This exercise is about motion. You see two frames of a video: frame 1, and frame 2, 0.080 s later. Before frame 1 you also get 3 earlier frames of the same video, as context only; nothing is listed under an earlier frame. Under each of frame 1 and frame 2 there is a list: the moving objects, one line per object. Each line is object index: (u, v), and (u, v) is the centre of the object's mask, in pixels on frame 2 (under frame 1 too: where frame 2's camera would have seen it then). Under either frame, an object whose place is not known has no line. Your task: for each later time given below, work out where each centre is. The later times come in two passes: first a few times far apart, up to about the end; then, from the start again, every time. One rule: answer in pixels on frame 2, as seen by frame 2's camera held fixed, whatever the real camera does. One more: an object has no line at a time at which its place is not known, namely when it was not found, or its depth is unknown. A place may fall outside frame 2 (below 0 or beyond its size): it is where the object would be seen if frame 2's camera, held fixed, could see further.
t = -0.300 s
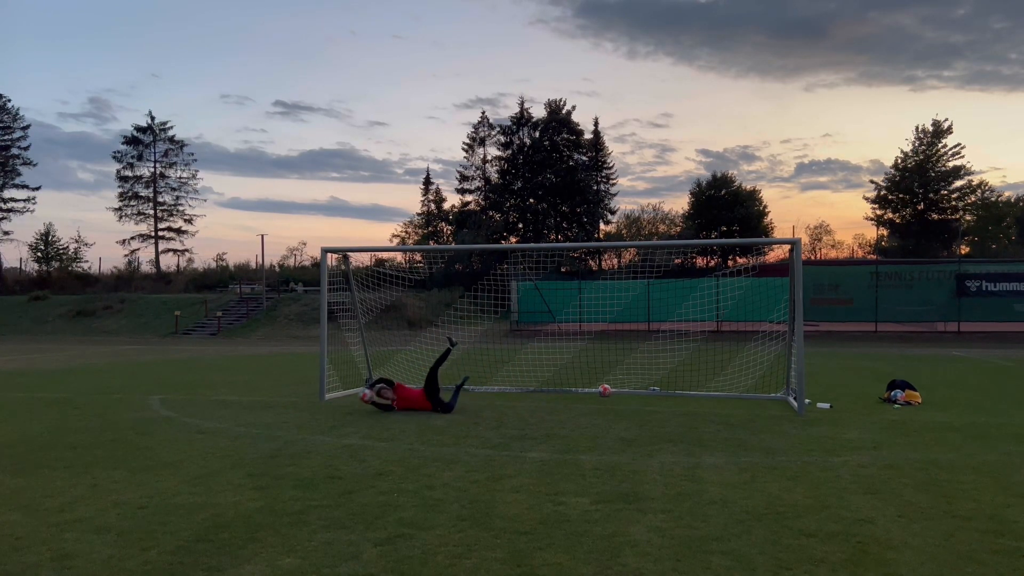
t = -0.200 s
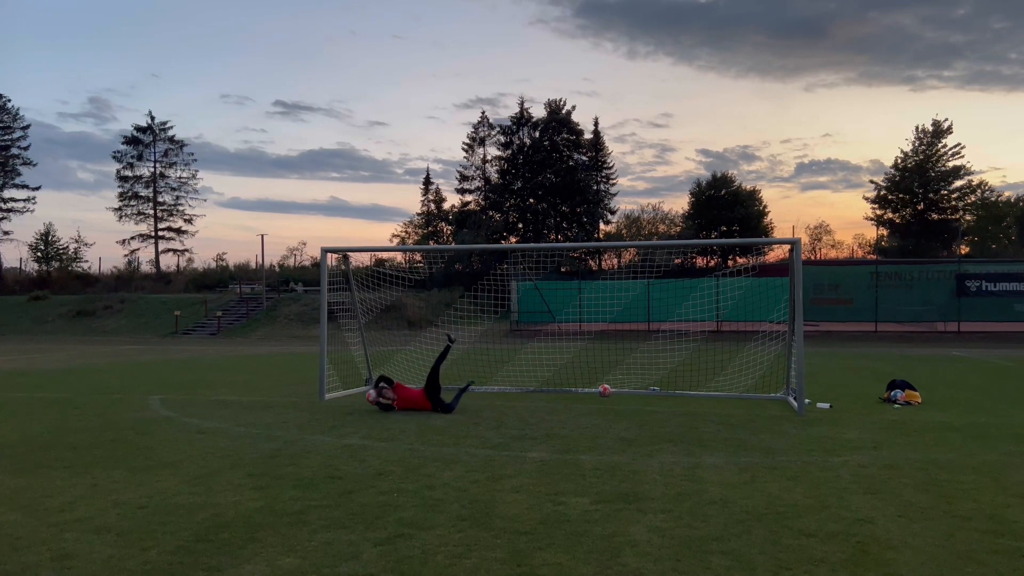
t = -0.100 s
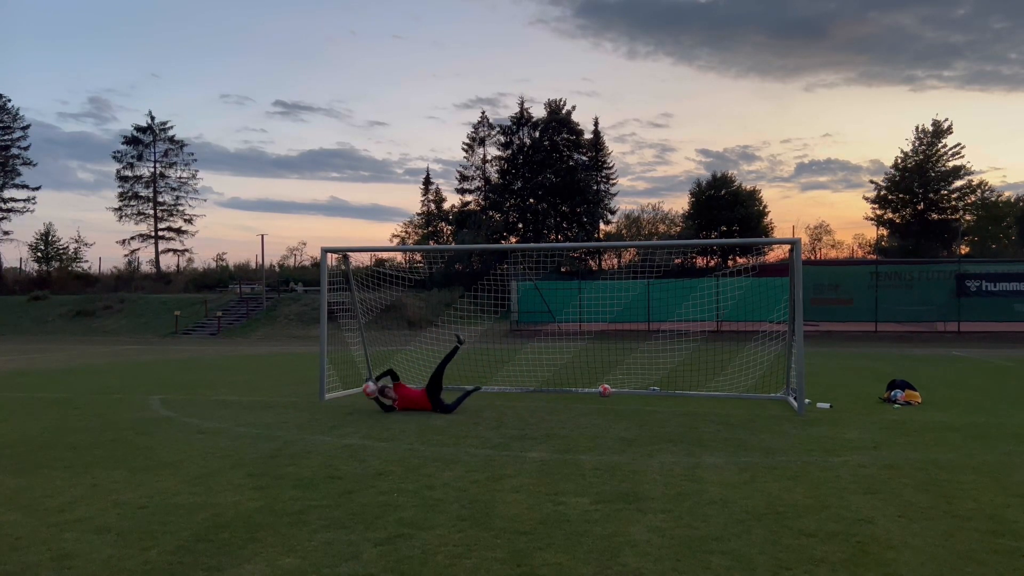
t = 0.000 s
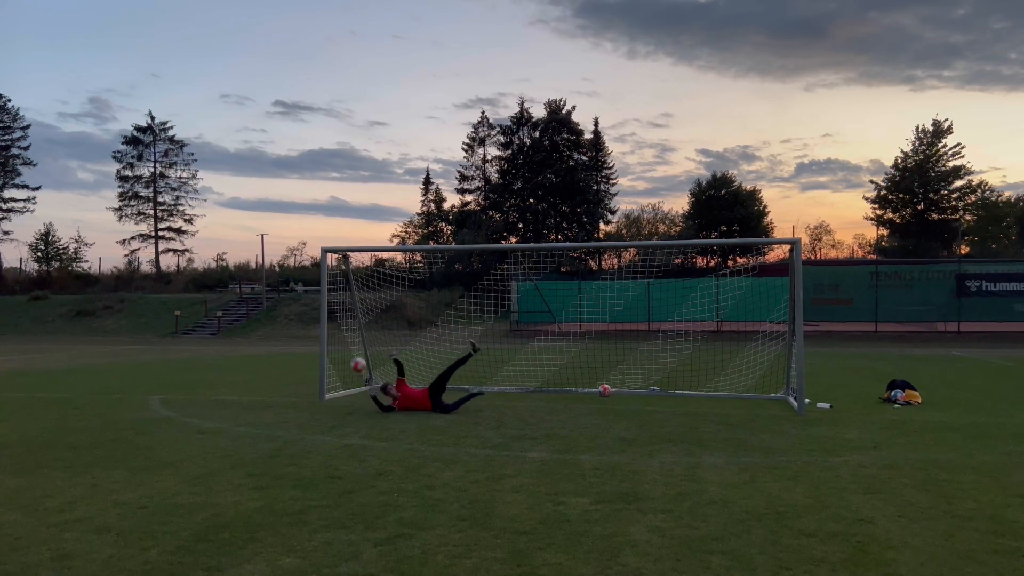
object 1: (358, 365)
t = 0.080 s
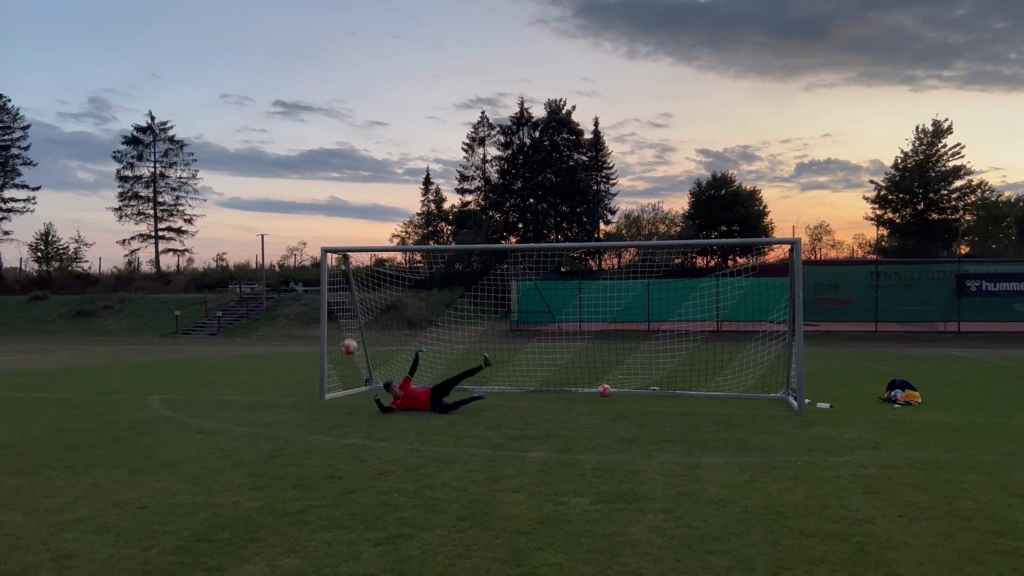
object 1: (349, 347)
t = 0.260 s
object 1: (327, 323)
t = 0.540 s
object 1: (282, 332)
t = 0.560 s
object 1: (279, 336)
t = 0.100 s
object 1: (347, 344)
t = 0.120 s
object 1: (344, 341)
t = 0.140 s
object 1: (343, 338)
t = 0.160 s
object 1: (341, 335)
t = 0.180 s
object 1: (337, 330)
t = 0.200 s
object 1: (334, 328)
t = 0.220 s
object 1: (332, 326)
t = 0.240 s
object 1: (330, 325)
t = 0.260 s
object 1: (327, 323)
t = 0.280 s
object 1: (323, 320)
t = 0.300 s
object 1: (320, 319)
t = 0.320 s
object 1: (317, 318)
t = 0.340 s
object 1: (315, 318)
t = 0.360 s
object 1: (313, 317)
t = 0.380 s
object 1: (307, 317)
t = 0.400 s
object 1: (305, 318)
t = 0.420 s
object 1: (302, 318)
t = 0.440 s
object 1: (299, 320)
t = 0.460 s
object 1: (296, 321)
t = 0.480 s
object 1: (291, 324)
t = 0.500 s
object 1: (288, 327)
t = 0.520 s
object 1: (285, 329)
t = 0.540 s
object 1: (282, 332)
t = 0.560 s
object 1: (279, 336)
